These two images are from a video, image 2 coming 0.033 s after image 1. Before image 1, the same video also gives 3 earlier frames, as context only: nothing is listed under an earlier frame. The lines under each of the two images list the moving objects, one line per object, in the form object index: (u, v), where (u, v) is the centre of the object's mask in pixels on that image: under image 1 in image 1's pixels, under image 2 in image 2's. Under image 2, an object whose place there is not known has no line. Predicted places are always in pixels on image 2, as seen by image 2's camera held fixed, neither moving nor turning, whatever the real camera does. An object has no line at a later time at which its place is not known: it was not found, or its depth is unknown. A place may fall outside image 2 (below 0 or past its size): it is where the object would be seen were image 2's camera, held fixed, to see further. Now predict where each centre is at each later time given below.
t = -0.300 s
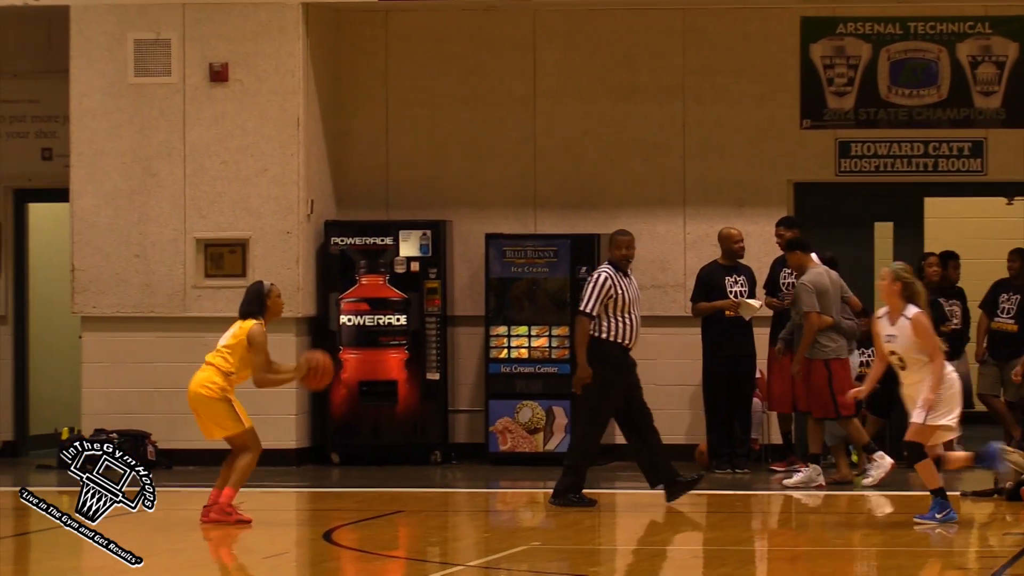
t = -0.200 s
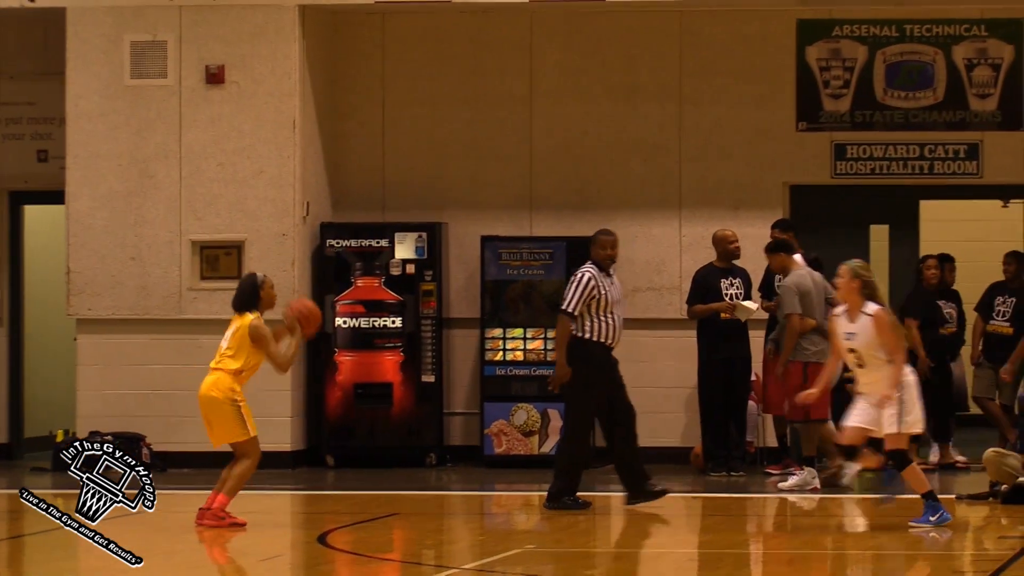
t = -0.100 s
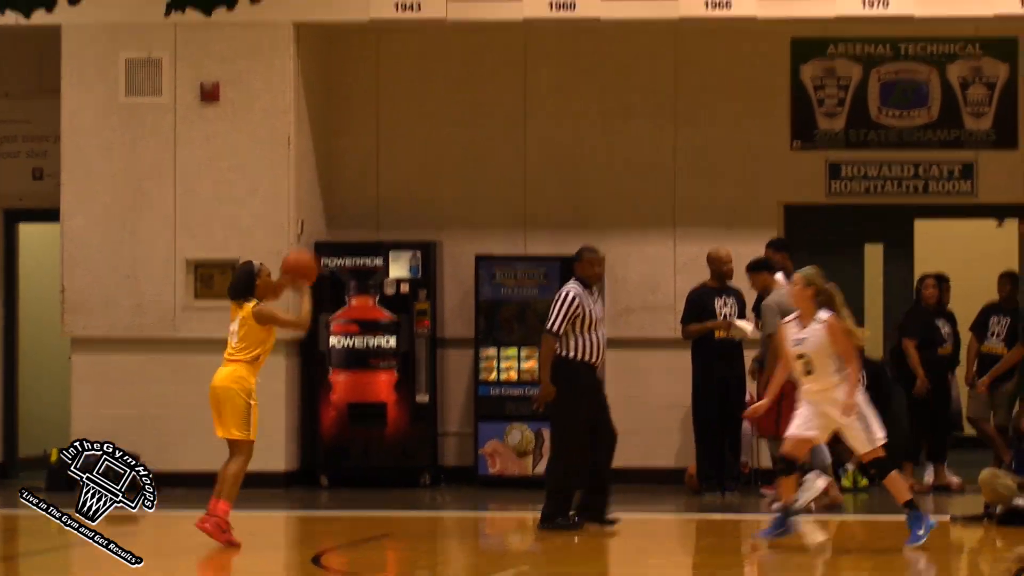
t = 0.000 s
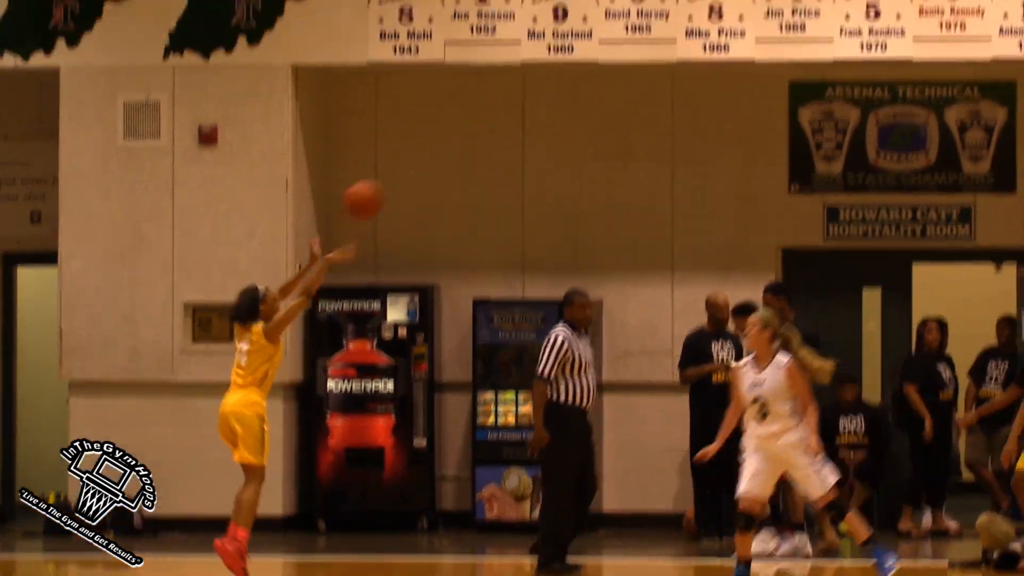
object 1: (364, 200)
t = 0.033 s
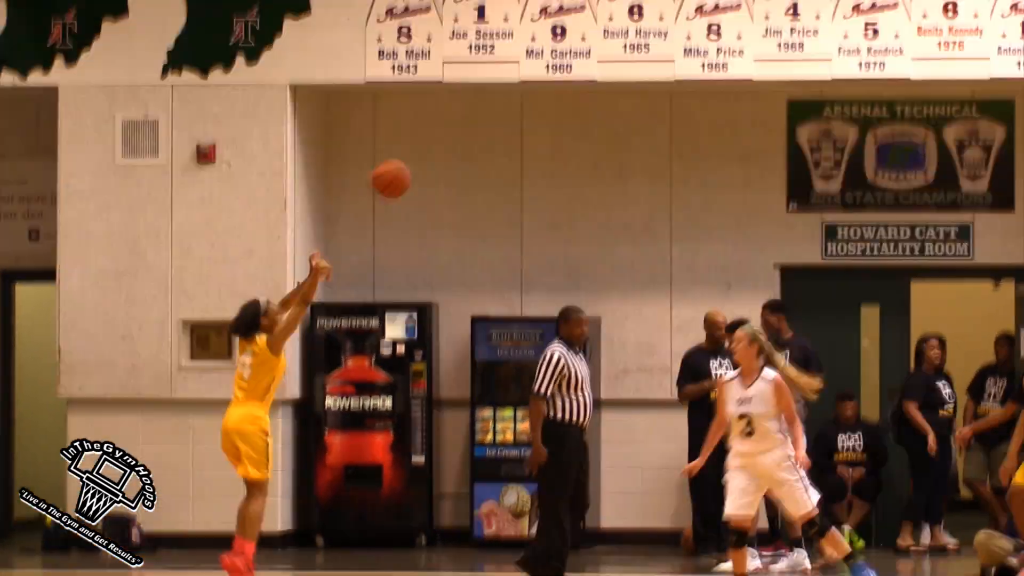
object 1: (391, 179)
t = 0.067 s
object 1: (416, 146)
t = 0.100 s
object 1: (444, 112)
